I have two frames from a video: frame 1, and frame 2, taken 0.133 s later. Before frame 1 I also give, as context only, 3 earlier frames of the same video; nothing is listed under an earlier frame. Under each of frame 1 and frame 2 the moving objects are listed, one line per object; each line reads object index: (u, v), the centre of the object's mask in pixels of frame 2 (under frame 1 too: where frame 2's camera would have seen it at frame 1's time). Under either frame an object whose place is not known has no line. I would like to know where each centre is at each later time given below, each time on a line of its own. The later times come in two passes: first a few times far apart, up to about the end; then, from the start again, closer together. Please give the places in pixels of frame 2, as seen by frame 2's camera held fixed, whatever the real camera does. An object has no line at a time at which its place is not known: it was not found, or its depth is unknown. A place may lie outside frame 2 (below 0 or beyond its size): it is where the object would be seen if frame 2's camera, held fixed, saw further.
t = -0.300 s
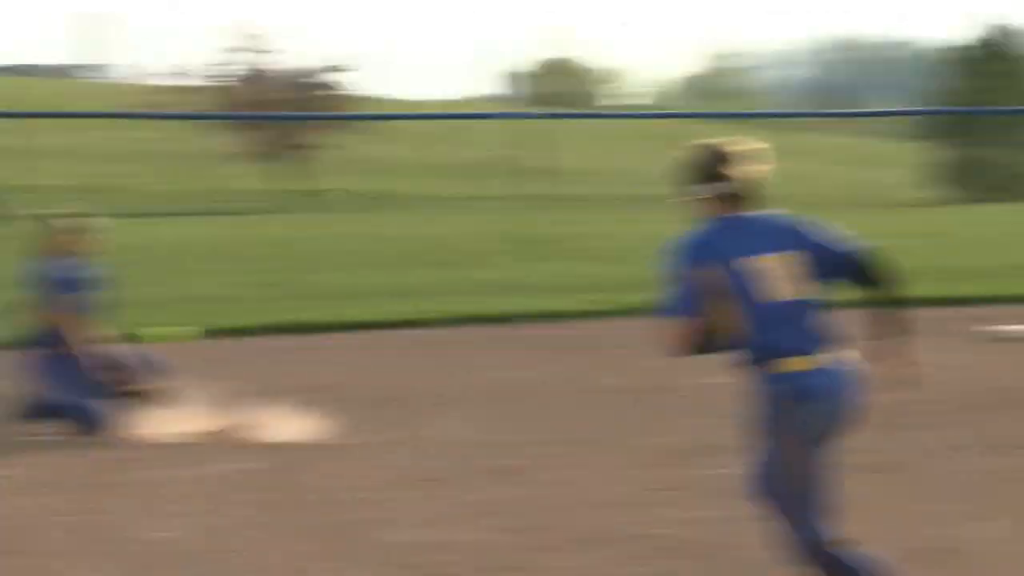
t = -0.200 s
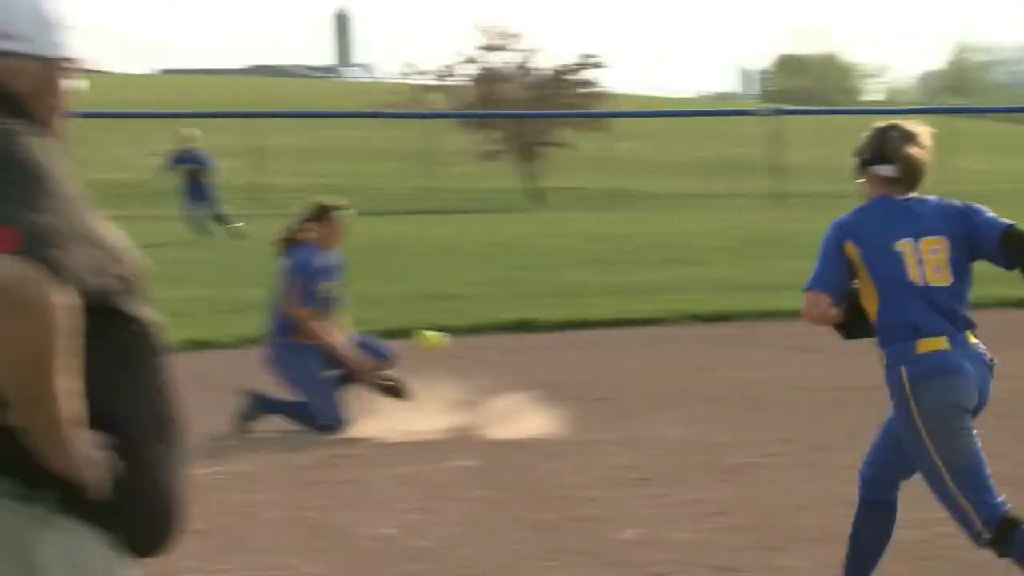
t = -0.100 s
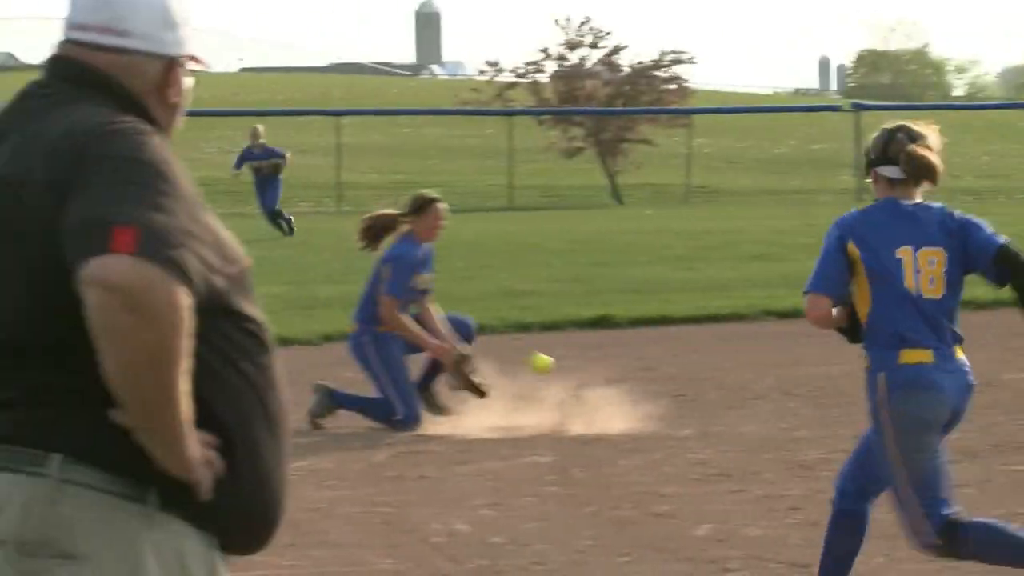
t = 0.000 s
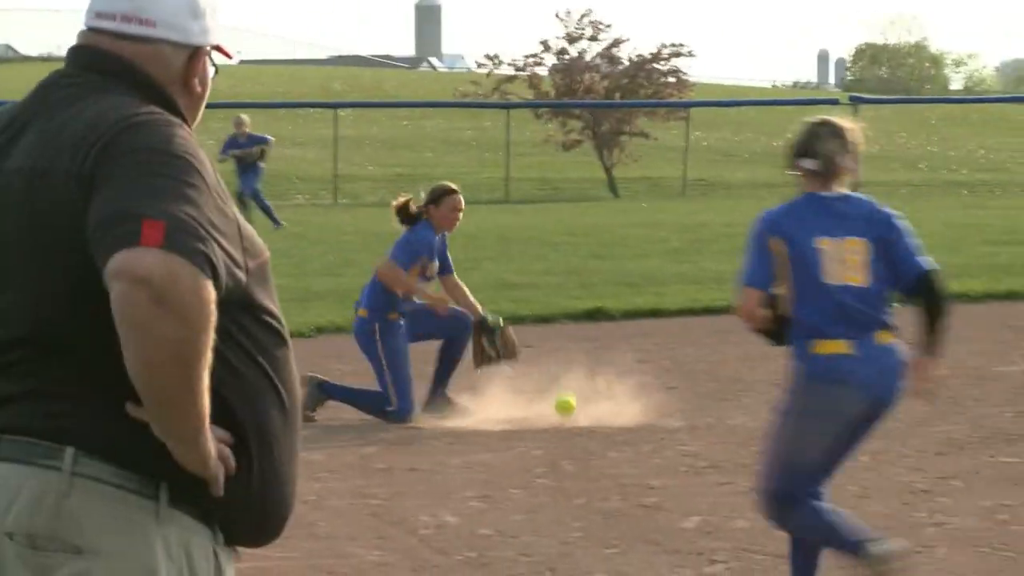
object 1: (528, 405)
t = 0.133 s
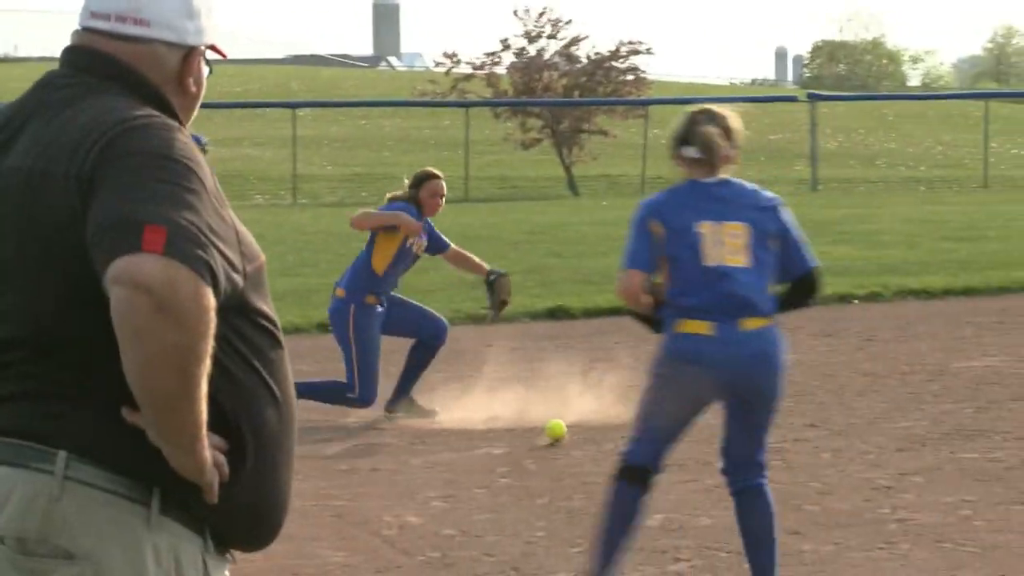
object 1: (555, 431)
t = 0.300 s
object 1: (581, 439)
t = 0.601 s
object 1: (611, 443)
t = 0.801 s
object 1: (633, 445)
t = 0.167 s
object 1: (560, 433)
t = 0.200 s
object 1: (565, 437)
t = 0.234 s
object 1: (566, 437)
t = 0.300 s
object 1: (581, 439)
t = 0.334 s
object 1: (580, 440)
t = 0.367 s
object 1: (580, 443)
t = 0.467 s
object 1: (597, 441)
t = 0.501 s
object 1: (599, 442)
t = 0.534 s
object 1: (603, 443)
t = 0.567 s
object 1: (607, 442)
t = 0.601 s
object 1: (611, 443)
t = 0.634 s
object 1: (614, 443)
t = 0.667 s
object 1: (618, 444)
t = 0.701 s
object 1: (622, 444)
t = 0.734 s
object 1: (625, 444)
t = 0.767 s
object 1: (629, 444)
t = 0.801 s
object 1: (633, 445)
